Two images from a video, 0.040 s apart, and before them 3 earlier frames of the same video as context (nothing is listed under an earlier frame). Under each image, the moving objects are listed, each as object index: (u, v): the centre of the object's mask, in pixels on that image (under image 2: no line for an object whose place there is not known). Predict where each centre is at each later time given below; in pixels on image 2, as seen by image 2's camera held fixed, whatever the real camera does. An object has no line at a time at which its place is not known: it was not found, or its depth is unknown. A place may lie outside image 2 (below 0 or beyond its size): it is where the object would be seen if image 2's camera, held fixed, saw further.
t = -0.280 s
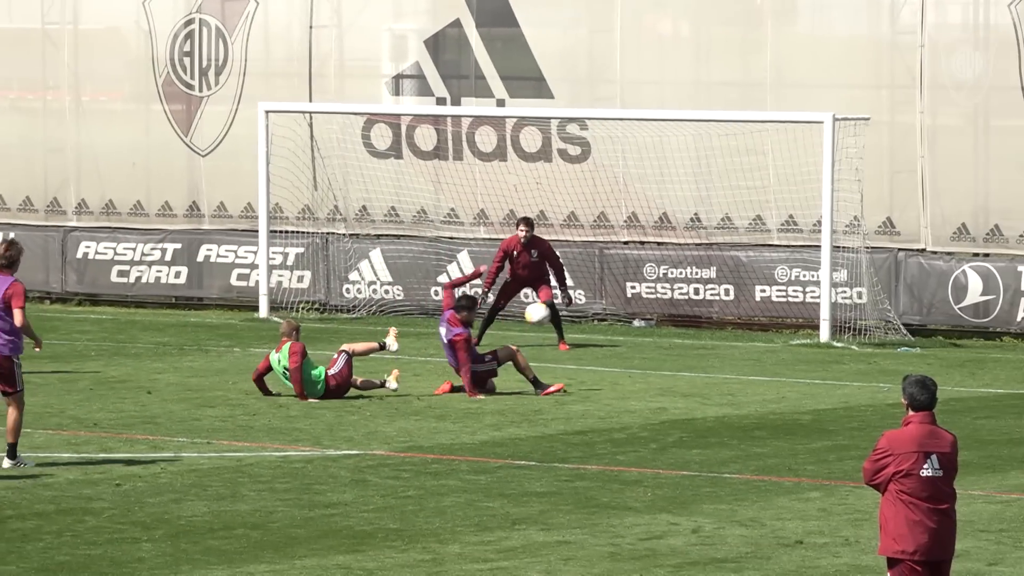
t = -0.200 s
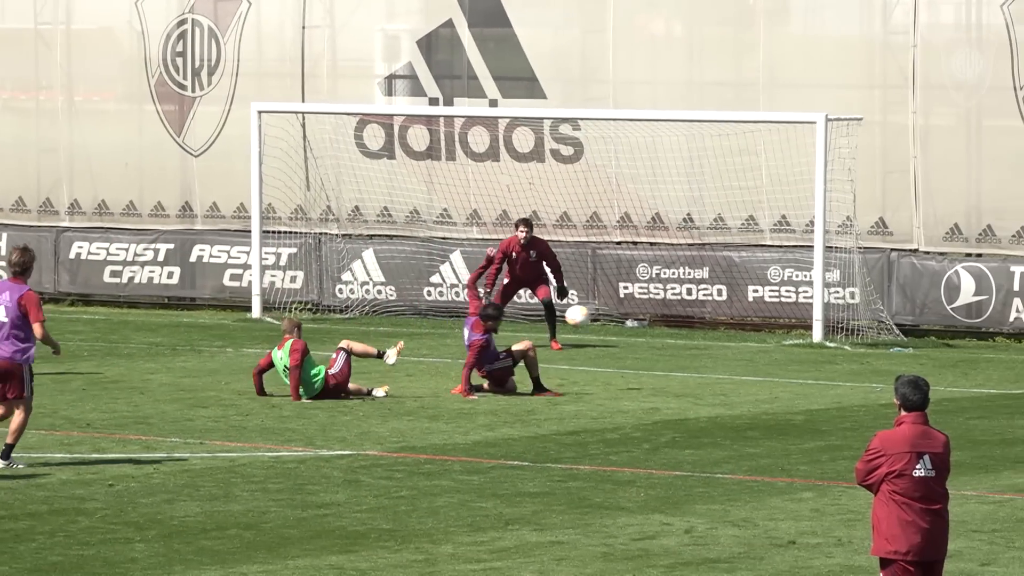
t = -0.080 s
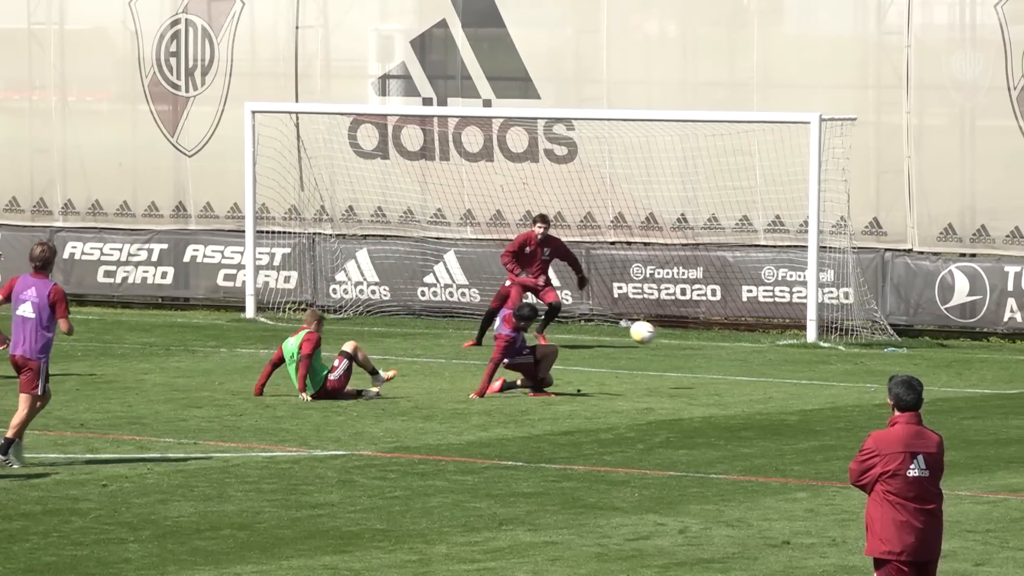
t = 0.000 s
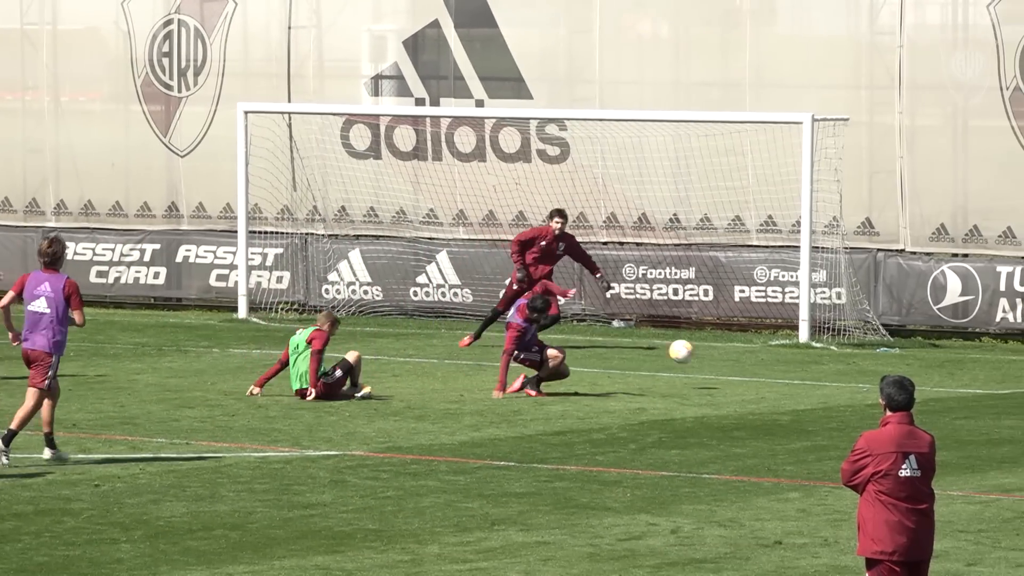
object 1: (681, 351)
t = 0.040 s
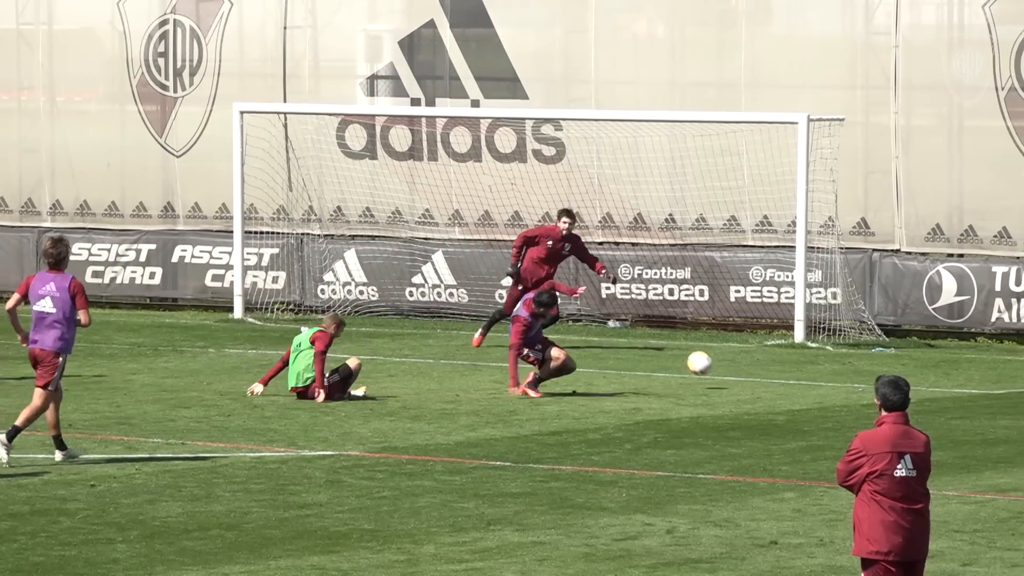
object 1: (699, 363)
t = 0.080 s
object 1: (722, 377)
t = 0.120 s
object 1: (738, 375)
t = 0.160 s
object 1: (751, 368)
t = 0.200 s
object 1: (764, 361)
